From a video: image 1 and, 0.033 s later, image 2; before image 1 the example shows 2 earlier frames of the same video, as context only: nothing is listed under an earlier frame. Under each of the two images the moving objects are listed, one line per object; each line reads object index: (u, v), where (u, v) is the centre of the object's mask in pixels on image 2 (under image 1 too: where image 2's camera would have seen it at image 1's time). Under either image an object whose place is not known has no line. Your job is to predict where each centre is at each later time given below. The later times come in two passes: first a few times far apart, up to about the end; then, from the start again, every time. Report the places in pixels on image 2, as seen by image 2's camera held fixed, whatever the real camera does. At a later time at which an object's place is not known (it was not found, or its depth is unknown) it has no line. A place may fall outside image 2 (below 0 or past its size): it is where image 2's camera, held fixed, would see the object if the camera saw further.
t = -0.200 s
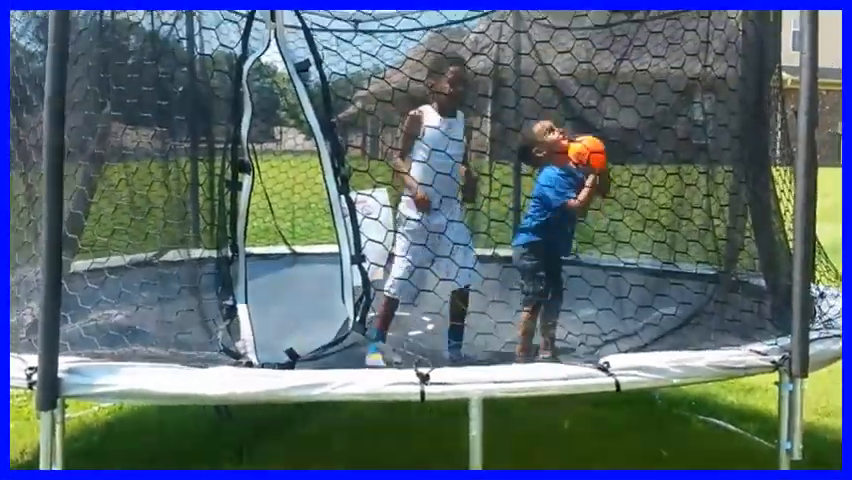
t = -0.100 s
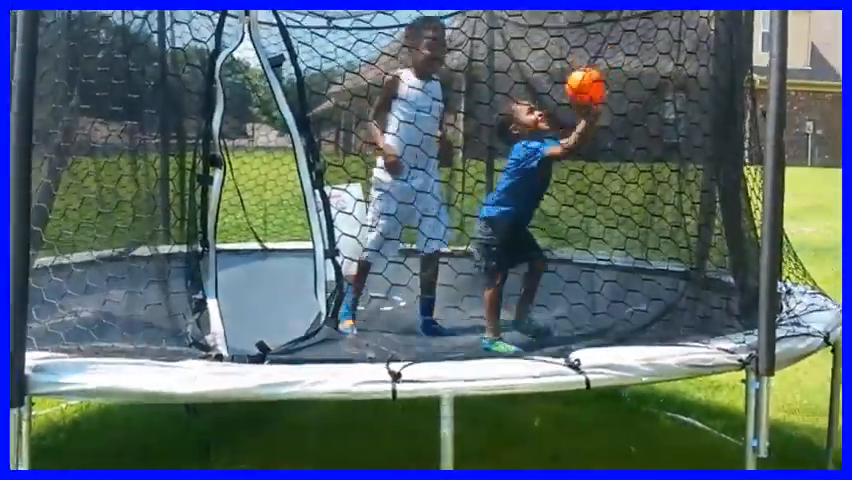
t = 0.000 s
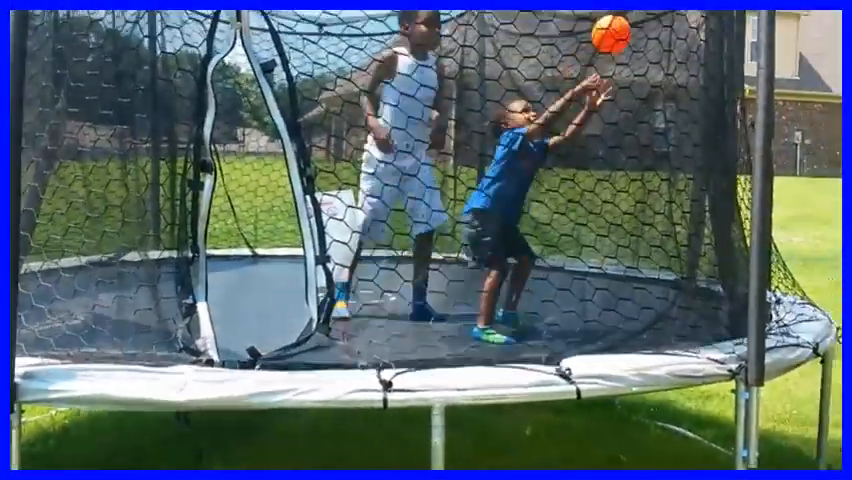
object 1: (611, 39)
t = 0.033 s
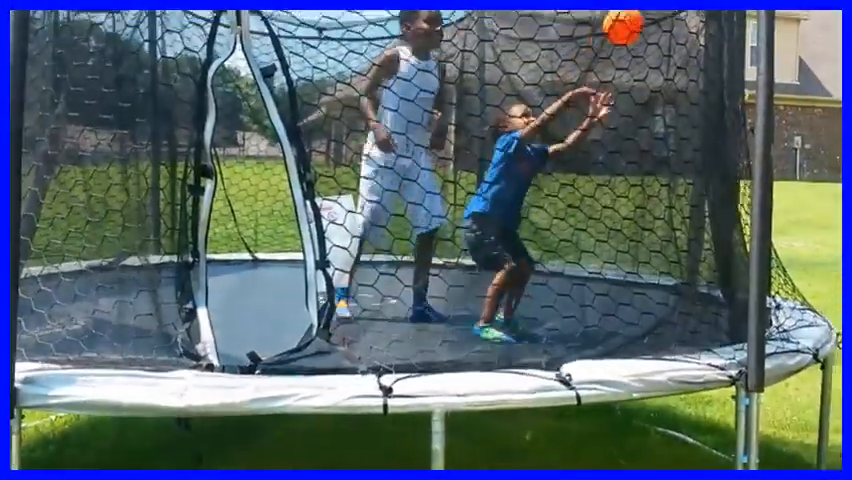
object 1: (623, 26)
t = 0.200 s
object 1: (681, 7)
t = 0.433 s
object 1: (731, 68)
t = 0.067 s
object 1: (634, 19)
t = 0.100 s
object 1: (645, 16)
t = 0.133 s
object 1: (659, 8)
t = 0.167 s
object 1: (672, 5)
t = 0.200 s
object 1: (681, 7)
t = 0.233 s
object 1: (690, 11)
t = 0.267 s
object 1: (701, 14)
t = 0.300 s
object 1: (712, 18)
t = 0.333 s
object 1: (721, 28)
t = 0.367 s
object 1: (728, 41)
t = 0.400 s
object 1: (732, 54)
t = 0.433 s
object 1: (731, 68)
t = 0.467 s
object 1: (730, 83)
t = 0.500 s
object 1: (728, 99)
